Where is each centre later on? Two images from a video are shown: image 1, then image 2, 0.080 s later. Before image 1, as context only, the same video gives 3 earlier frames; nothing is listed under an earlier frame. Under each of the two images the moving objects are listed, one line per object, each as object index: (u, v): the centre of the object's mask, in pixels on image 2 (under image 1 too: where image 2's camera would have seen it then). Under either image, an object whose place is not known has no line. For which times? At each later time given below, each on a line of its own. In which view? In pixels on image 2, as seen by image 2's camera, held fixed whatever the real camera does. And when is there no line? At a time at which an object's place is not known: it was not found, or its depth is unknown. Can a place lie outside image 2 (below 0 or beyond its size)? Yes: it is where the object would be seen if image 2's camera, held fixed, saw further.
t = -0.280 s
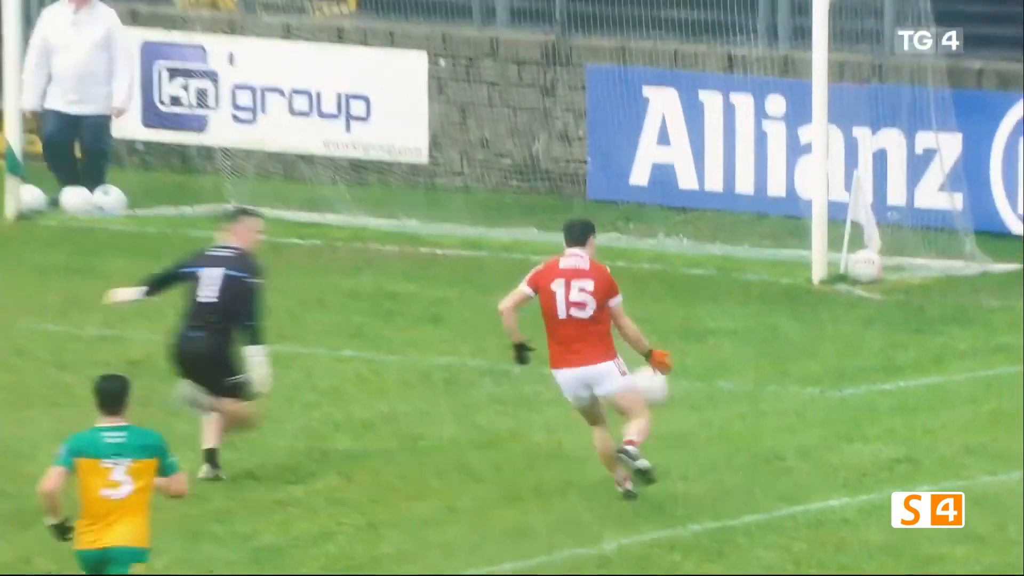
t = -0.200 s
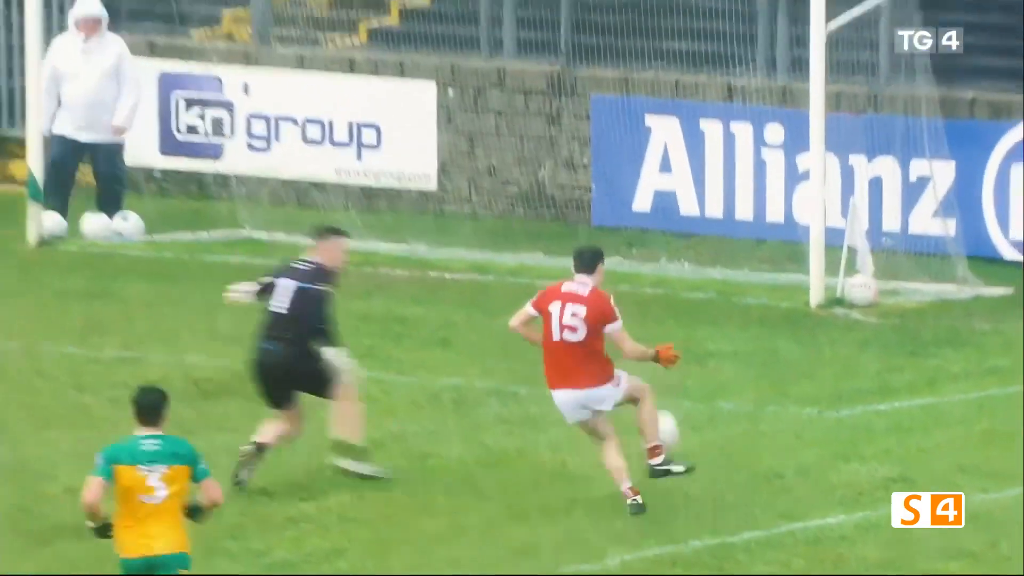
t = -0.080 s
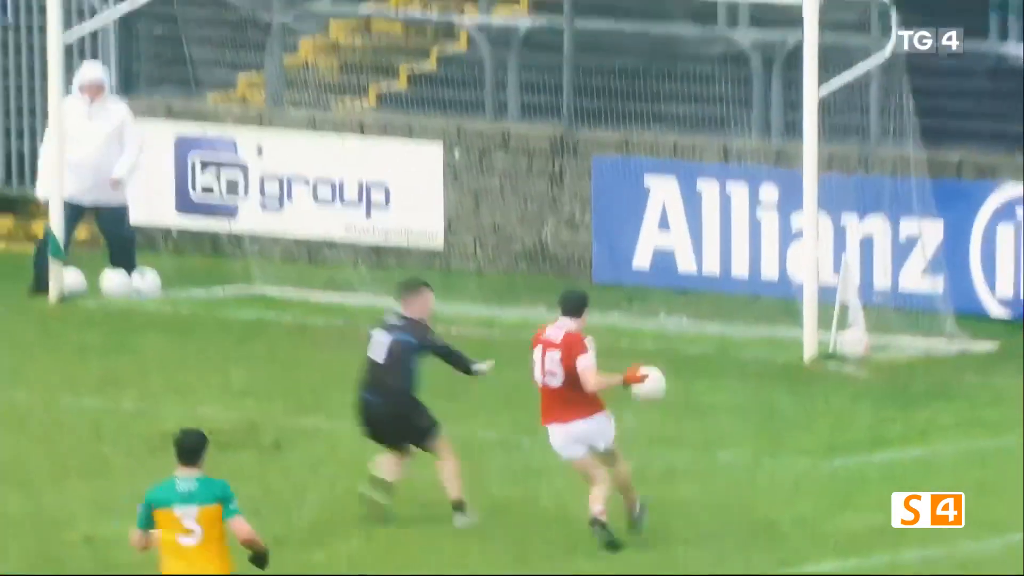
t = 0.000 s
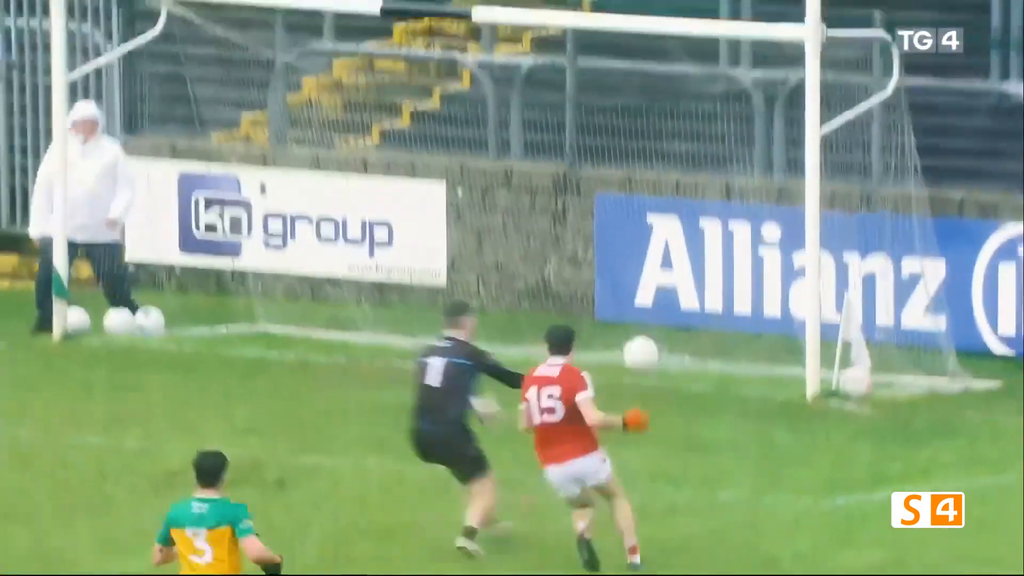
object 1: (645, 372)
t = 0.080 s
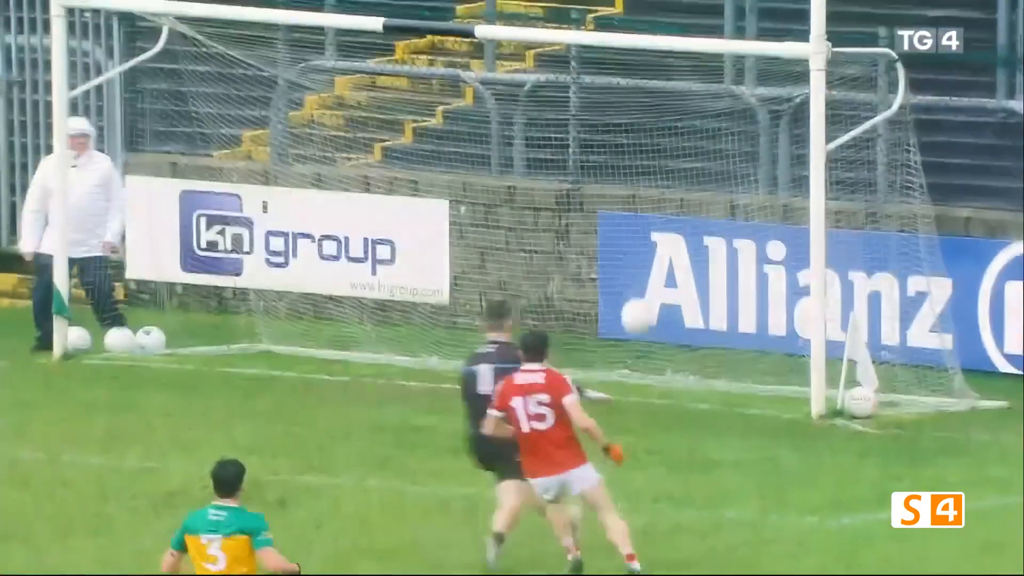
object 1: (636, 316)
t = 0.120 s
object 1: (633, 293)
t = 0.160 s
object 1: (633, 275)
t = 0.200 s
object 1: (631, 259)
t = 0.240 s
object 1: (629, 247)
